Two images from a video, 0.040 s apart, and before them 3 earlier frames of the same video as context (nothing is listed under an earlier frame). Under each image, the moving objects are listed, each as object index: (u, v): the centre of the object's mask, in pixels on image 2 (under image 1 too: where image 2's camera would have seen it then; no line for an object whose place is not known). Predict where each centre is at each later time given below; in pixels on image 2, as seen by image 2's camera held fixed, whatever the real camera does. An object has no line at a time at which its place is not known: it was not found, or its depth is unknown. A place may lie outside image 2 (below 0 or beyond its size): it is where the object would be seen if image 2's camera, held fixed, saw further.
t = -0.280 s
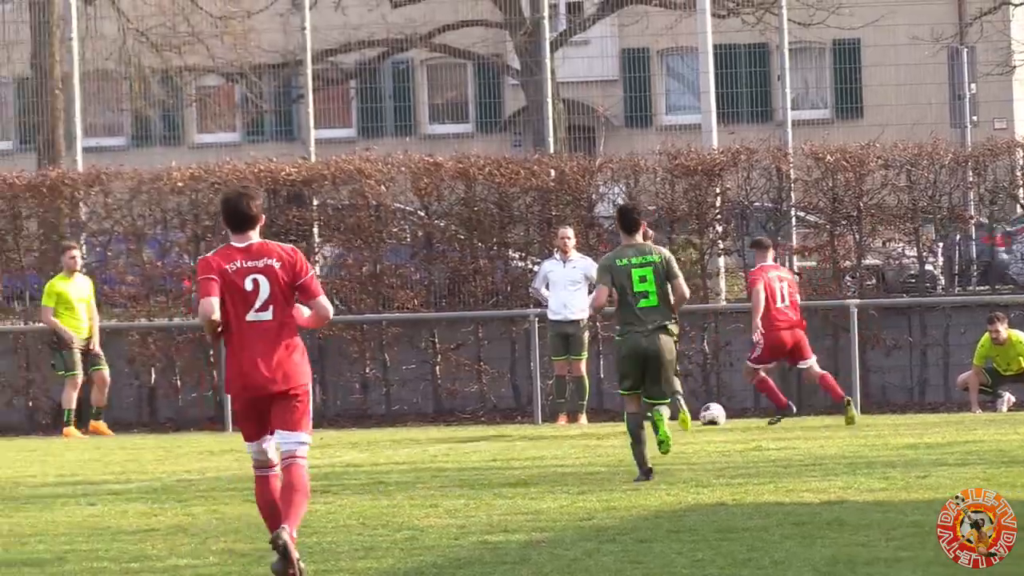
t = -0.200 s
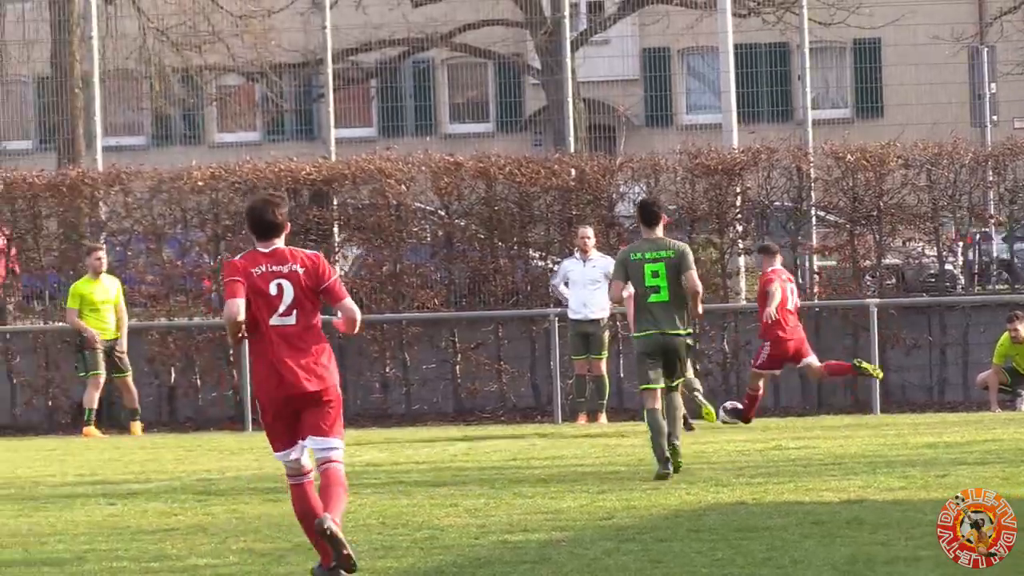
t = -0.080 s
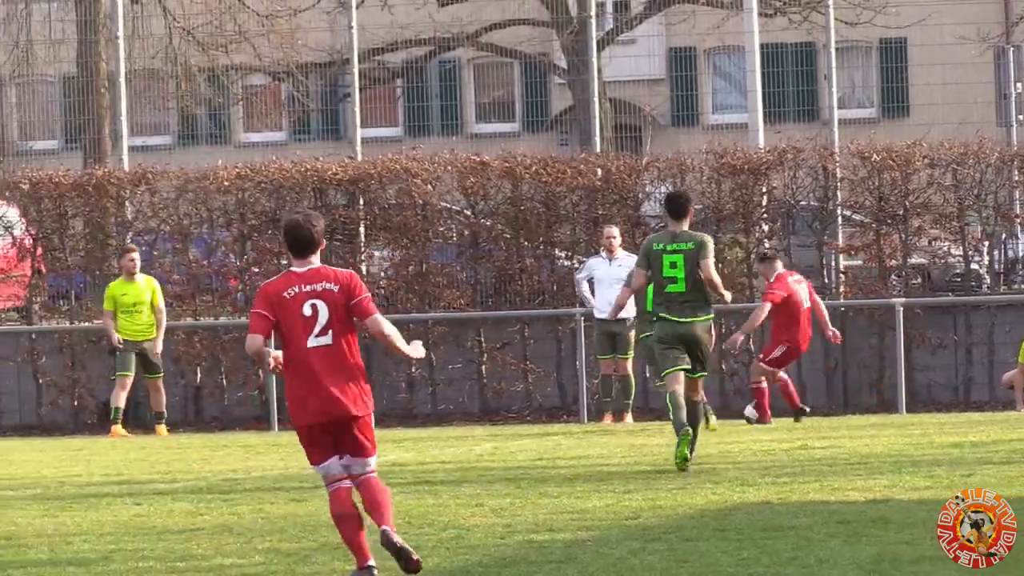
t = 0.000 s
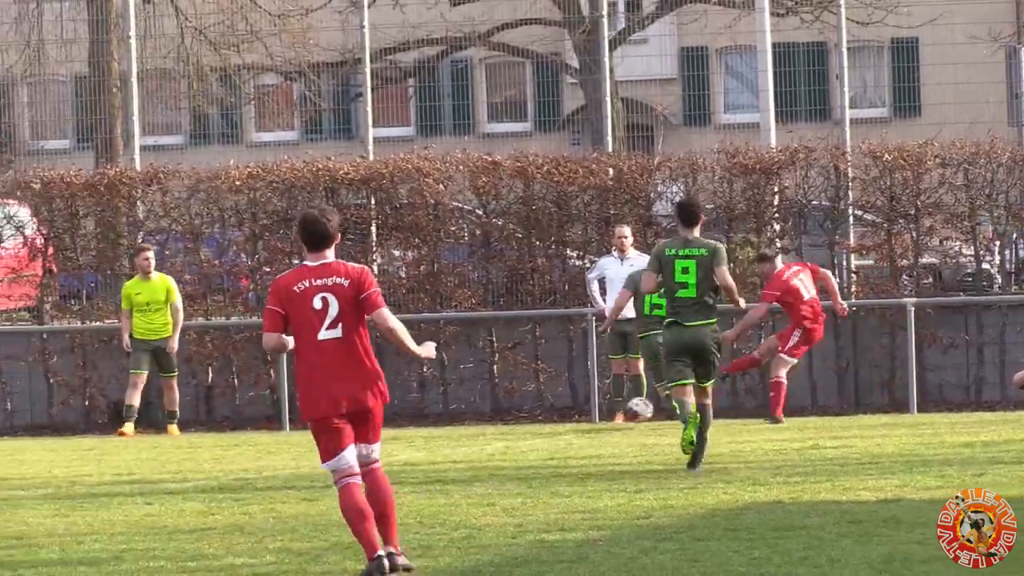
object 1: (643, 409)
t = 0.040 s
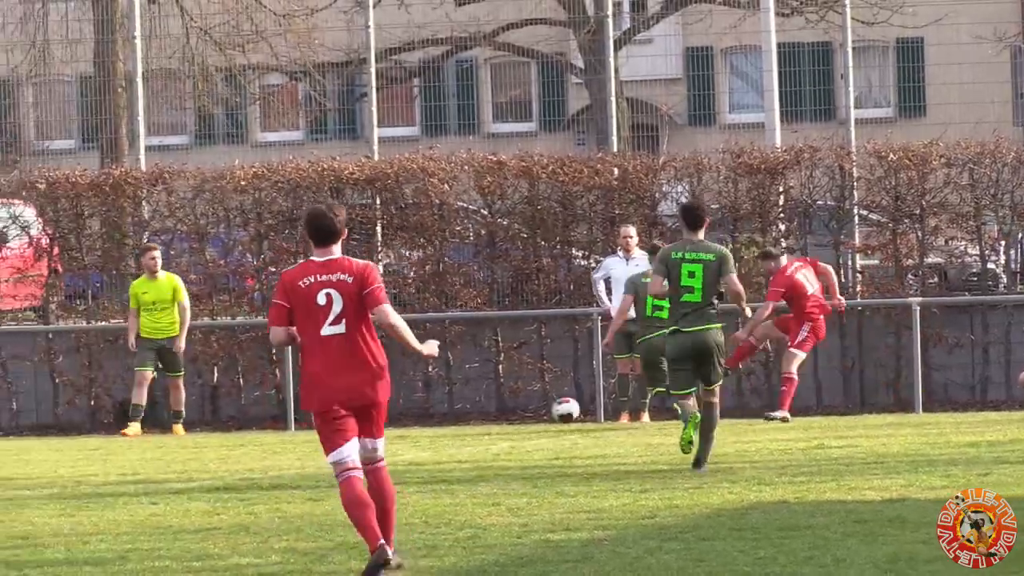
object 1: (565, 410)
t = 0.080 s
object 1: (488, 413)
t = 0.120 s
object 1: (409, 419)
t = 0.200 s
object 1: (259, 433)
